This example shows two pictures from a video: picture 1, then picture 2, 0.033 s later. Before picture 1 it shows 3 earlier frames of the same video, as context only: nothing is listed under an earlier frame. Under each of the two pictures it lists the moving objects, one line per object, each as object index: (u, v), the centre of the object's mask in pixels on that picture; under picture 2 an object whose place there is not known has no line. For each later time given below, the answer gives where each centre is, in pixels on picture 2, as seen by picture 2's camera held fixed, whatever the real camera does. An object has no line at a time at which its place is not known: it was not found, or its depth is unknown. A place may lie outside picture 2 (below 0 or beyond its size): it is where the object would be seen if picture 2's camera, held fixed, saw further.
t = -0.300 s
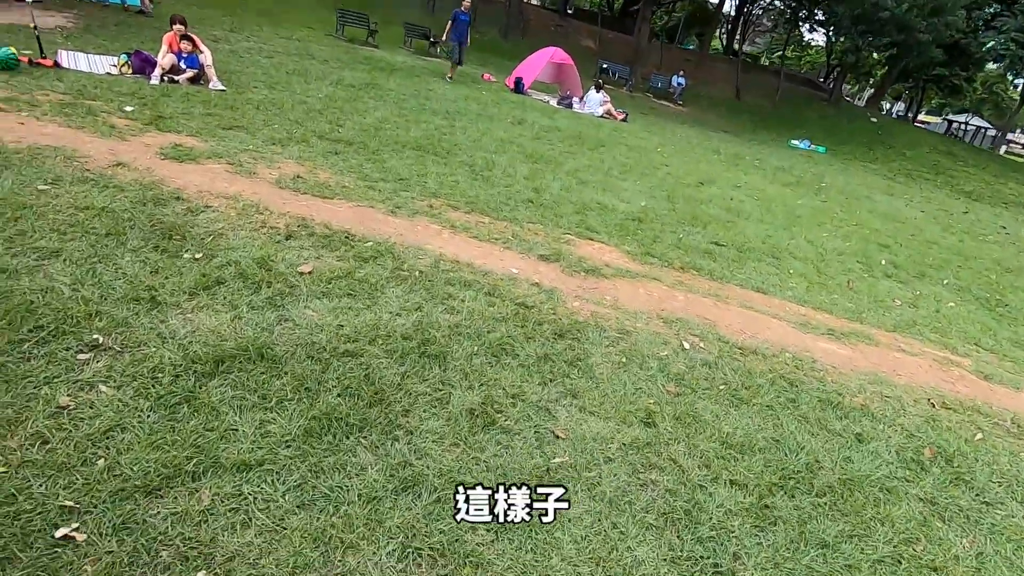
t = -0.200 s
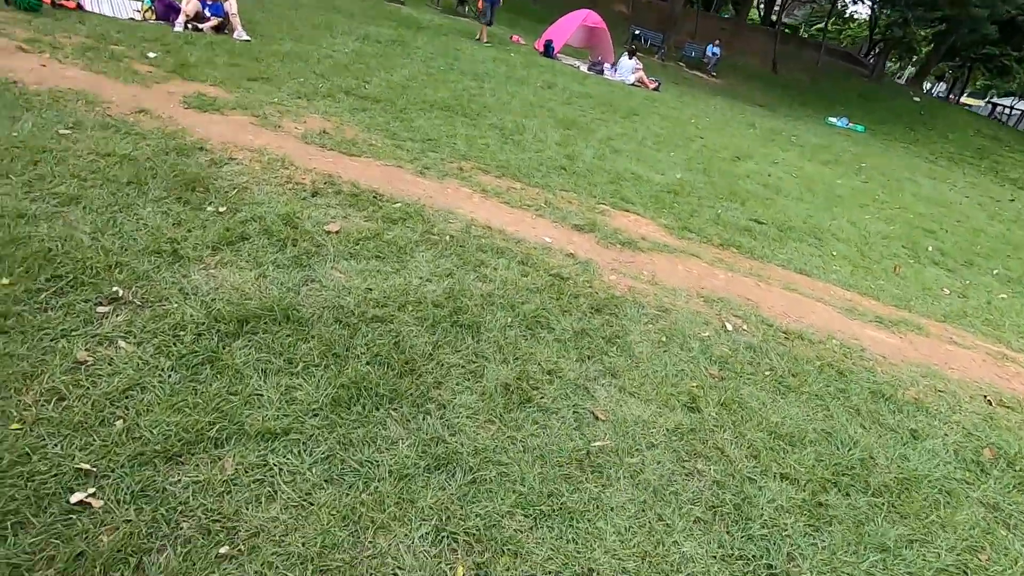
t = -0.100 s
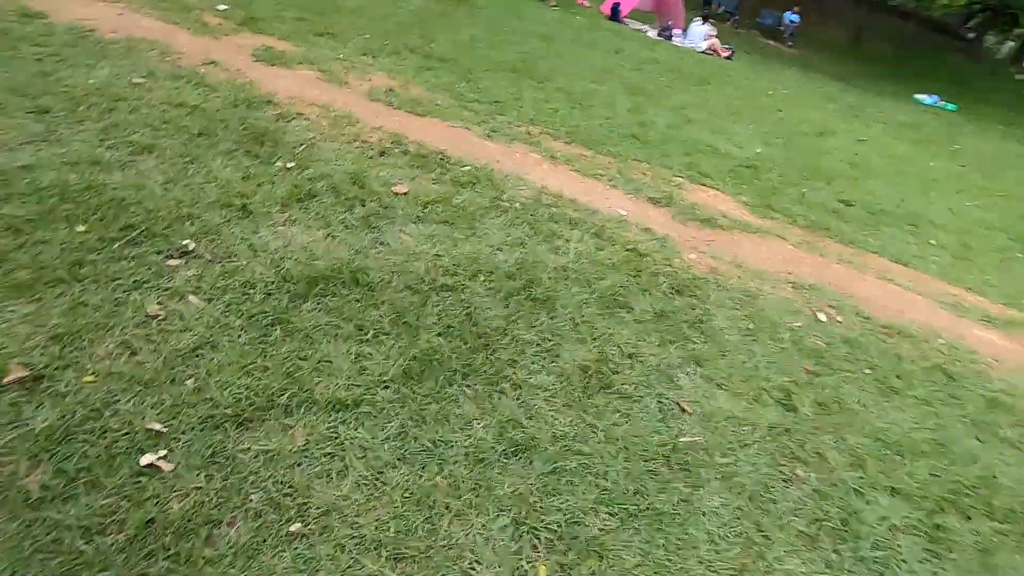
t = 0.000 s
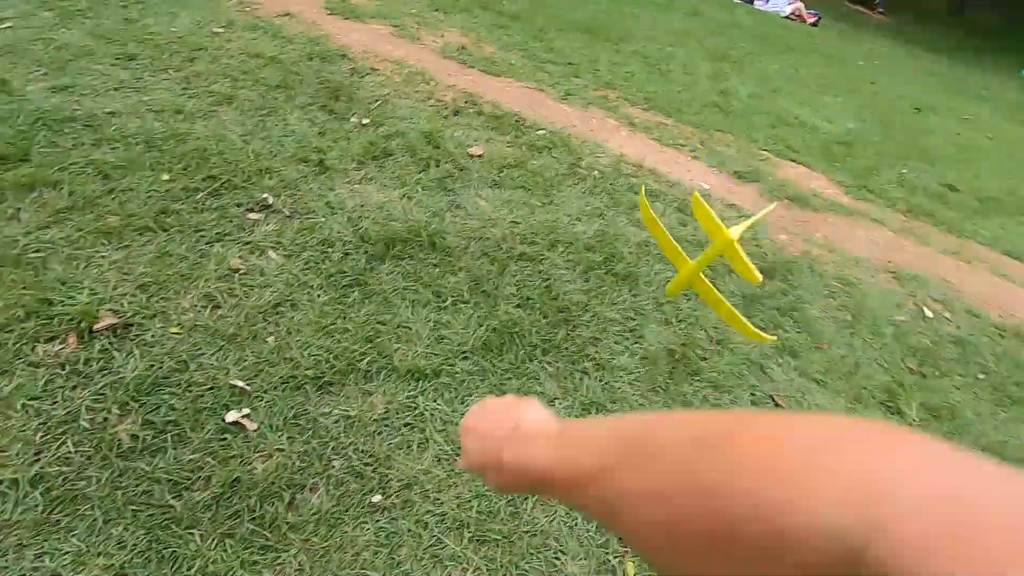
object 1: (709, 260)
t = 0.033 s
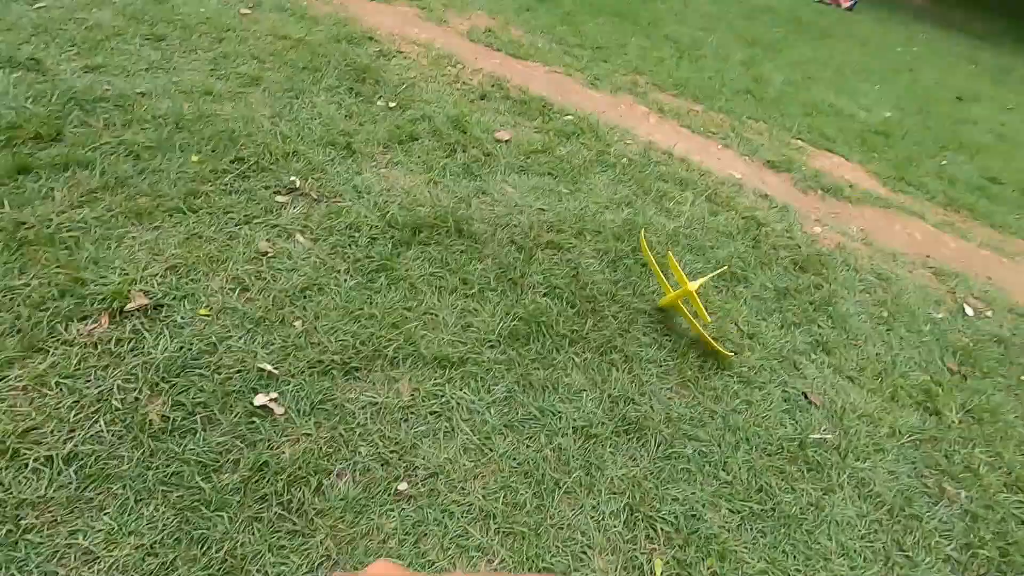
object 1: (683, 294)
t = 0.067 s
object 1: (685, 297)
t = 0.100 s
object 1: (690, 289)
